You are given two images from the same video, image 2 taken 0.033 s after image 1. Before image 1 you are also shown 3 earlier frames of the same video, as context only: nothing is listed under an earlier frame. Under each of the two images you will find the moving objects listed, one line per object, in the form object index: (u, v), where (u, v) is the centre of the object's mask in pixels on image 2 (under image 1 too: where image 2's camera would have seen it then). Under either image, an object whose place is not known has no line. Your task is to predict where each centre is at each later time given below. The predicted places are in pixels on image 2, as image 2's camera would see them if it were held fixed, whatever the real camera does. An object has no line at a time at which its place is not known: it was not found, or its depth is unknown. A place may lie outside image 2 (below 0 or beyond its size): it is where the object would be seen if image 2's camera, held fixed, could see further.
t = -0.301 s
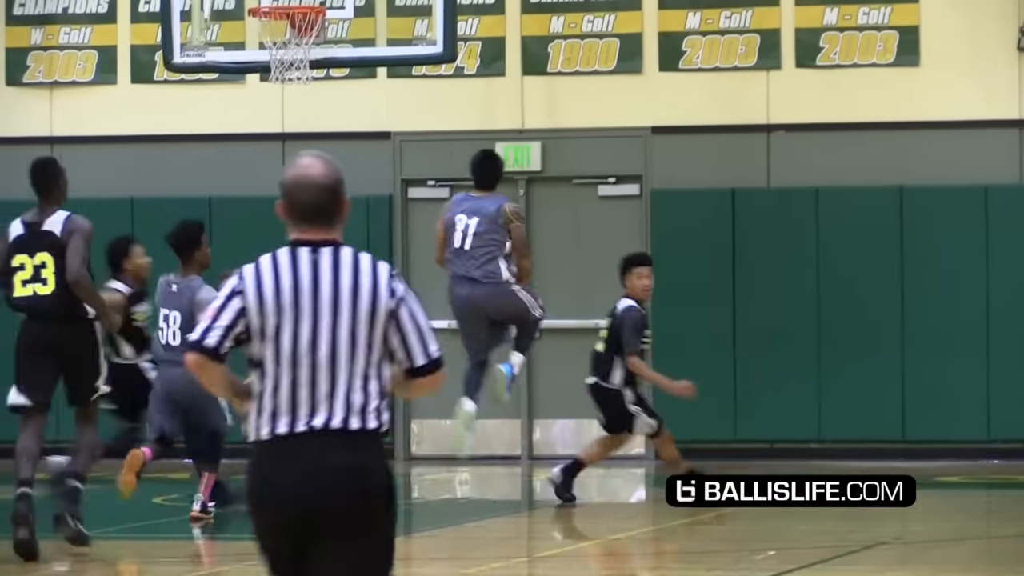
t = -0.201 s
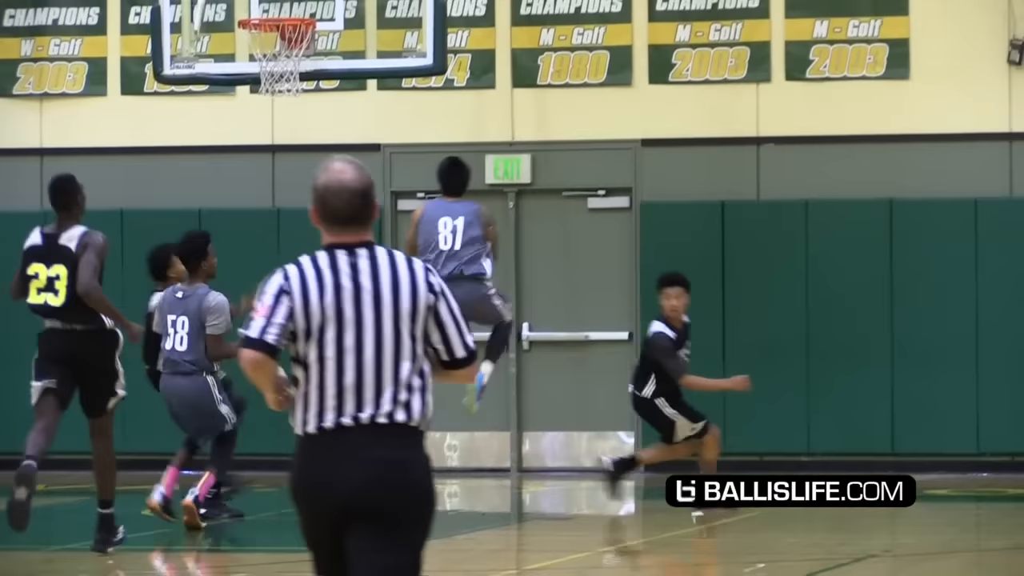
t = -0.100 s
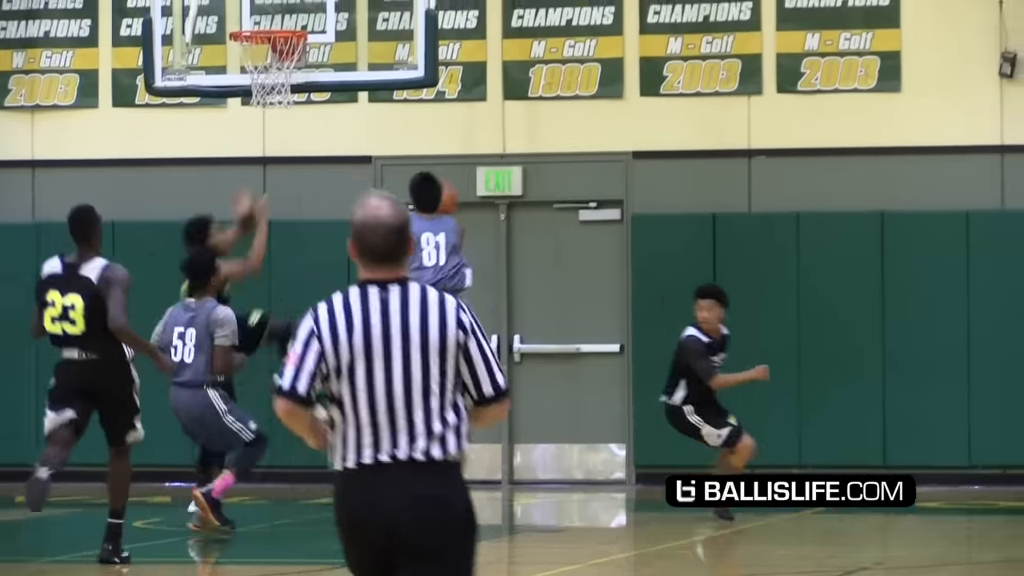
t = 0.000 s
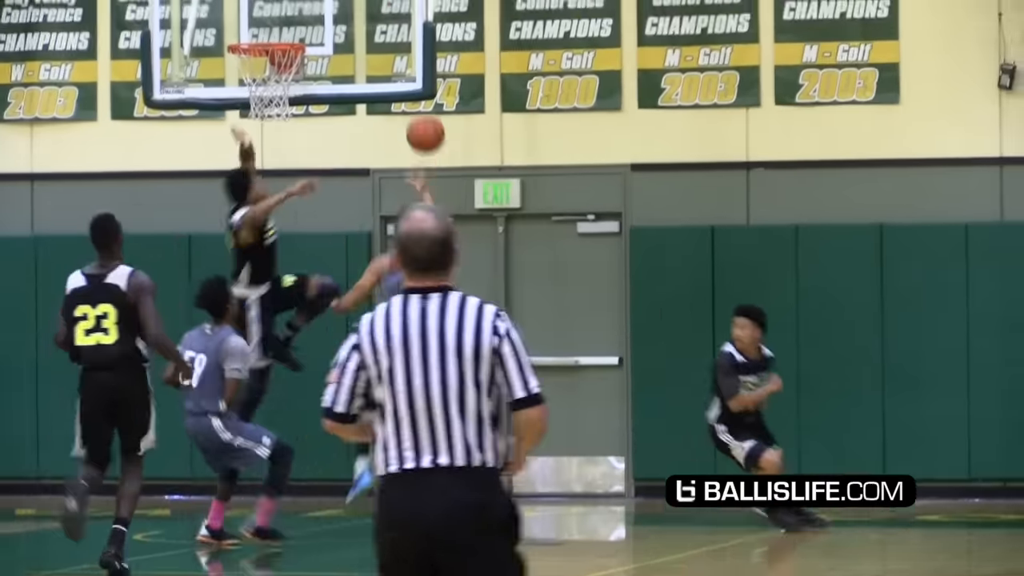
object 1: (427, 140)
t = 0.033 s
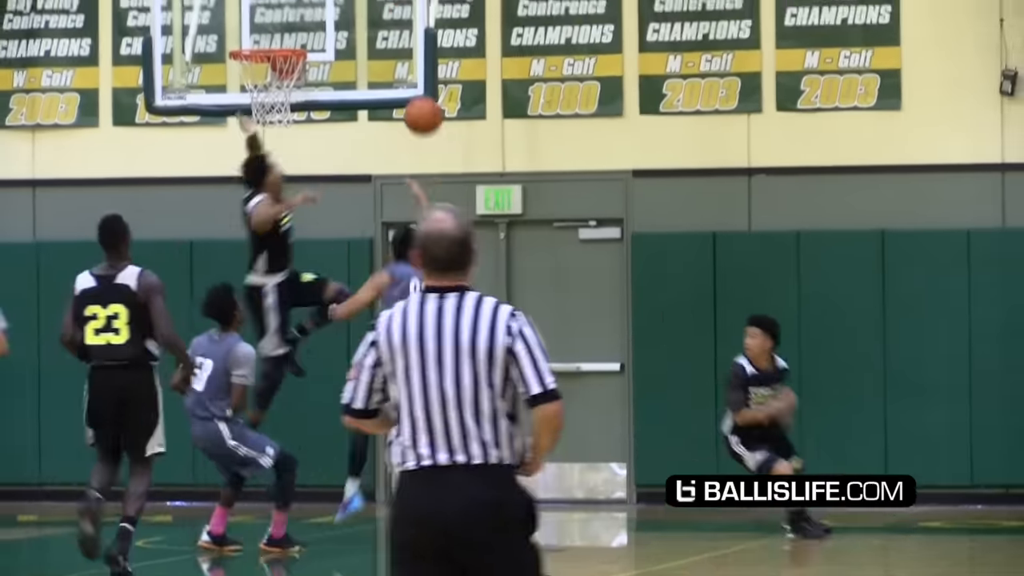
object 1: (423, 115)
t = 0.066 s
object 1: (420, 93)
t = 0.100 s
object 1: (415, 71)
